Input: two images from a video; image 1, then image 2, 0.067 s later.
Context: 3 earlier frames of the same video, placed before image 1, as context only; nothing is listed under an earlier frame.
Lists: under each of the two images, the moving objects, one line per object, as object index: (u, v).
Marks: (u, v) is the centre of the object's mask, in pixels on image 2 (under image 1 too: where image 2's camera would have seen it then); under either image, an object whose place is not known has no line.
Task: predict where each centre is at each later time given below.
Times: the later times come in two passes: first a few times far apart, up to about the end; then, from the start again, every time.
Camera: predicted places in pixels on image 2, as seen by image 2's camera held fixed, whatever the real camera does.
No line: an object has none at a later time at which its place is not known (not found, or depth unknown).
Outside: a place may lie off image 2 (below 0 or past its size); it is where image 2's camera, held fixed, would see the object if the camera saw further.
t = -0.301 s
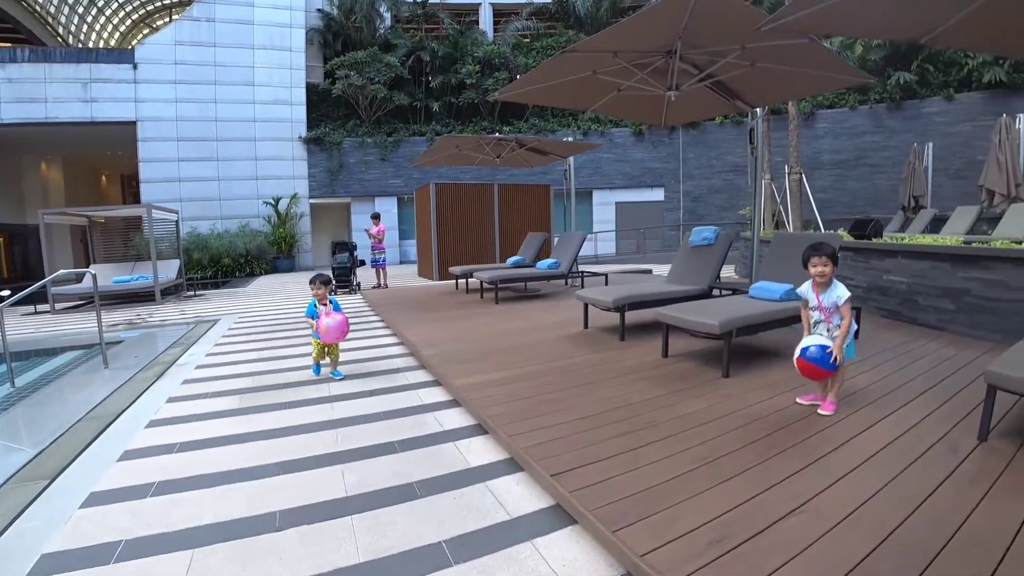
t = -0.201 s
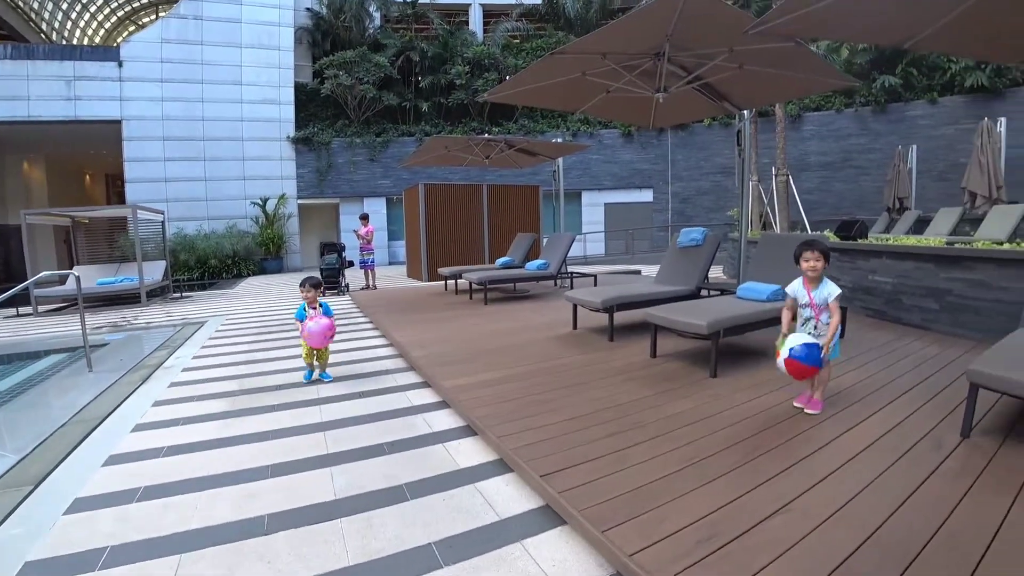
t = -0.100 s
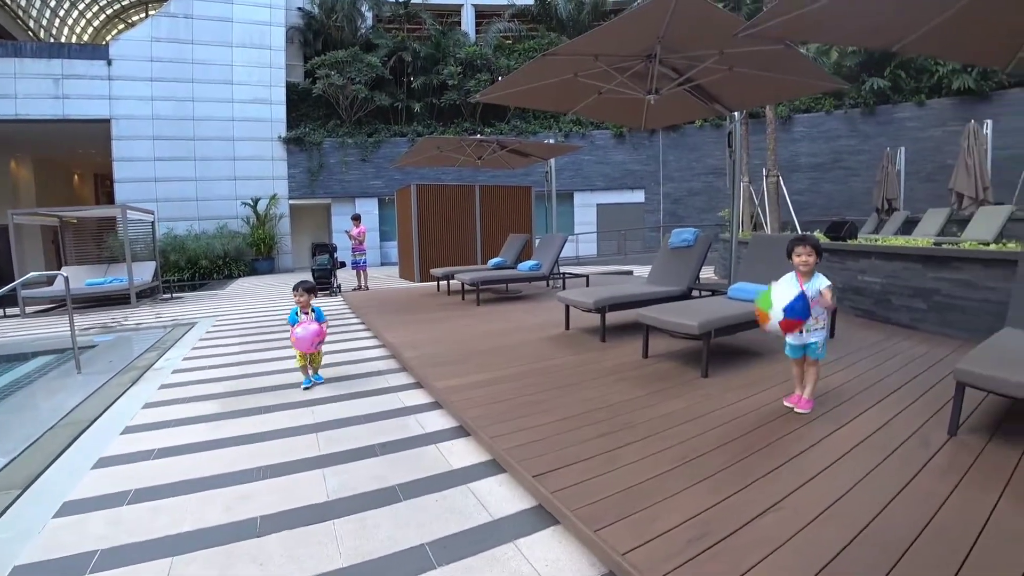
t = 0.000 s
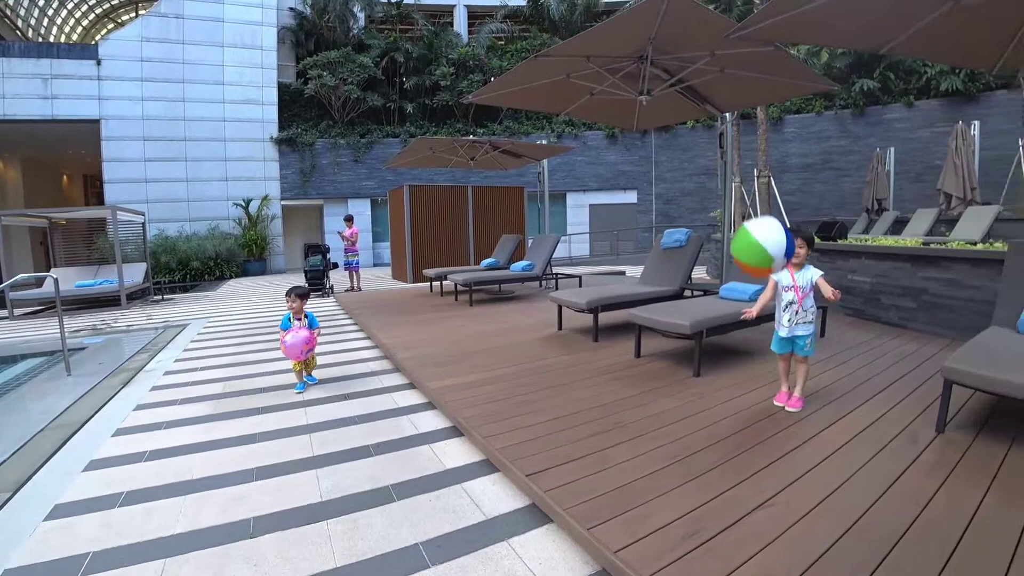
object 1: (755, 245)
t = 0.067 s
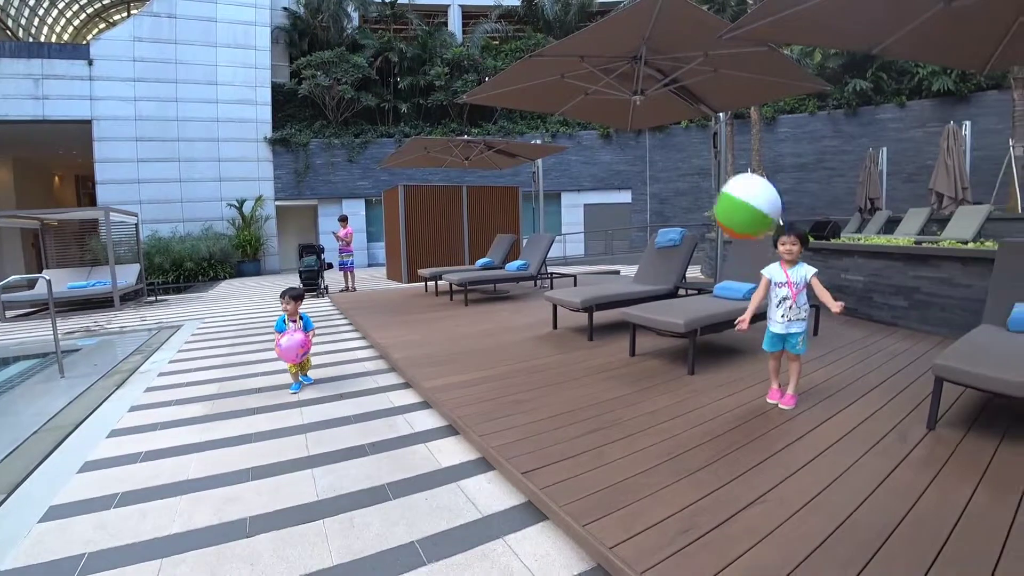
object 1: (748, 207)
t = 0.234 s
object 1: (718, 125)
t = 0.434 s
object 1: (661, 101)
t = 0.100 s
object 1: (743, 188)
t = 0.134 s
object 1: (738, 171)
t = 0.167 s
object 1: (732, 153)
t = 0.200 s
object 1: (725, 138)
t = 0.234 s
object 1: (718, 125)
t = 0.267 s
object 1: (710, 112)
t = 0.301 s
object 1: (701, 103)
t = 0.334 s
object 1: (691, 97)
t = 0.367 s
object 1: (681, 95)
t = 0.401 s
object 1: (671, 95)
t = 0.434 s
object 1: (661, 101)
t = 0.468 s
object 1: (651, 112)
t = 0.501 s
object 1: (640, 128)
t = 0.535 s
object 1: (630, 149)
